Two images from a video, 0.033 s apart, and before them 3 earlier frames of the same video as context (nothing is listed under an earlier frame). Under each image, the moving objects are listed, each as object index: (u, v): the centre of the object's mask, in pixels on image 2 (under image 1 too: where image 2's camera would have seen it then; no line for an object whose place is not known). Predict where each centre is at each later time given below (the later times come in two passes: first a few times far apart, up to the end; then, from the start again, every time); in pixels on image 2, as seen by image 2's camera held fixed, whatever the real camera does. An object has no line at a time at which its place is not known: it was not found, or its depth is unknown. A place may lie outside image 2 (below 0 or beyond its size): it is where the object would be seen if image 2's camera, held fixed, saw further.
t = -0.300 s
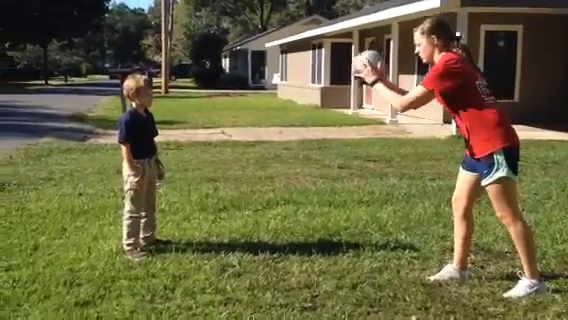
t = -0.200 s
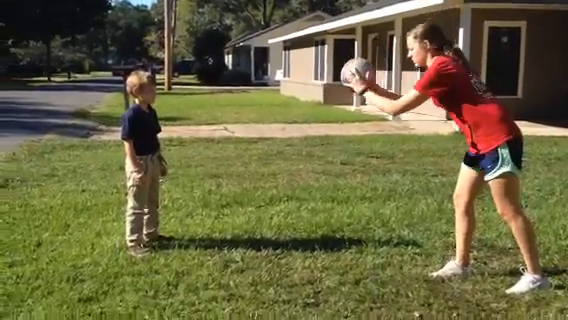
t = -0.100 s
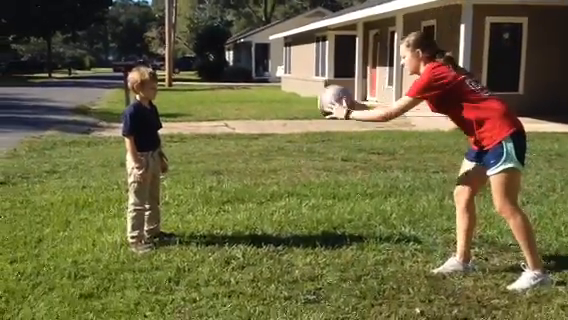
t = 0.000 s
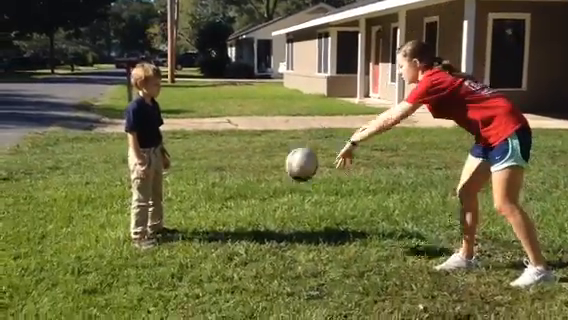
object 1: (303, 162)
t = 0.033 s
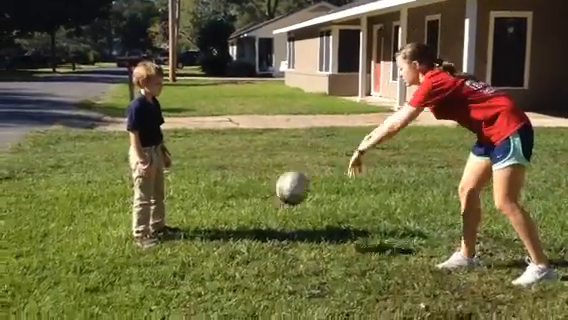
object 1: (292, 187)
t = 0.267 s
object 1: (261, 174)
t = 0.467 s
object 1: (249, 140)
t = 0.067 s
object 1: (281, 213)
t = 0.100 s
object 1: (270, 239)
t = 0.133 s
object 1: (268, 227)
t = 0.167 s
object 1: (266, 212)
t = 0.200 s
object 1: (264, 198)
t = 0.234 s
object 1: (262, 185)
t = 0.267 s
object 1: (261, 174)
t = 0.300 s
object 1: (259, 165)
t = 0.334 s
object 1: (257, 157)
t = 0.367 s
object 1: (255, 150)
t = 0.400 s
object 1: (253, 145)
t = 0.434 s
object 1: (251, 142)
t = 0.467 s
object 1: (249, 140)
